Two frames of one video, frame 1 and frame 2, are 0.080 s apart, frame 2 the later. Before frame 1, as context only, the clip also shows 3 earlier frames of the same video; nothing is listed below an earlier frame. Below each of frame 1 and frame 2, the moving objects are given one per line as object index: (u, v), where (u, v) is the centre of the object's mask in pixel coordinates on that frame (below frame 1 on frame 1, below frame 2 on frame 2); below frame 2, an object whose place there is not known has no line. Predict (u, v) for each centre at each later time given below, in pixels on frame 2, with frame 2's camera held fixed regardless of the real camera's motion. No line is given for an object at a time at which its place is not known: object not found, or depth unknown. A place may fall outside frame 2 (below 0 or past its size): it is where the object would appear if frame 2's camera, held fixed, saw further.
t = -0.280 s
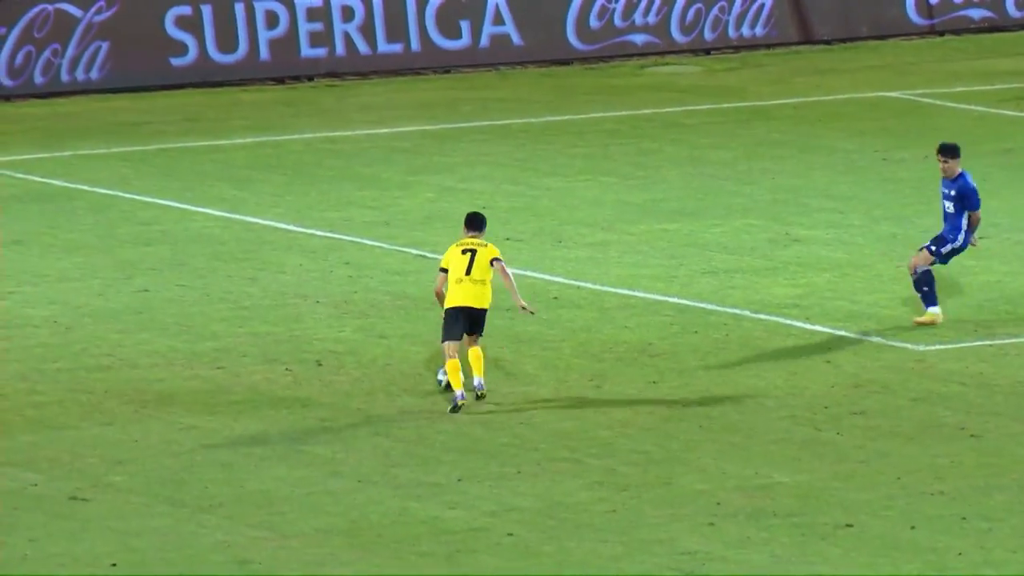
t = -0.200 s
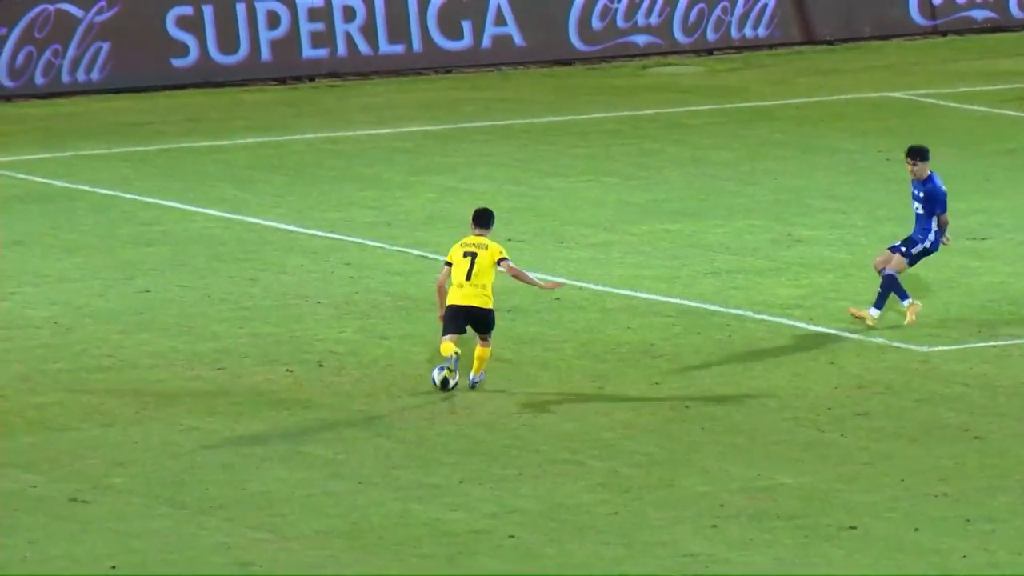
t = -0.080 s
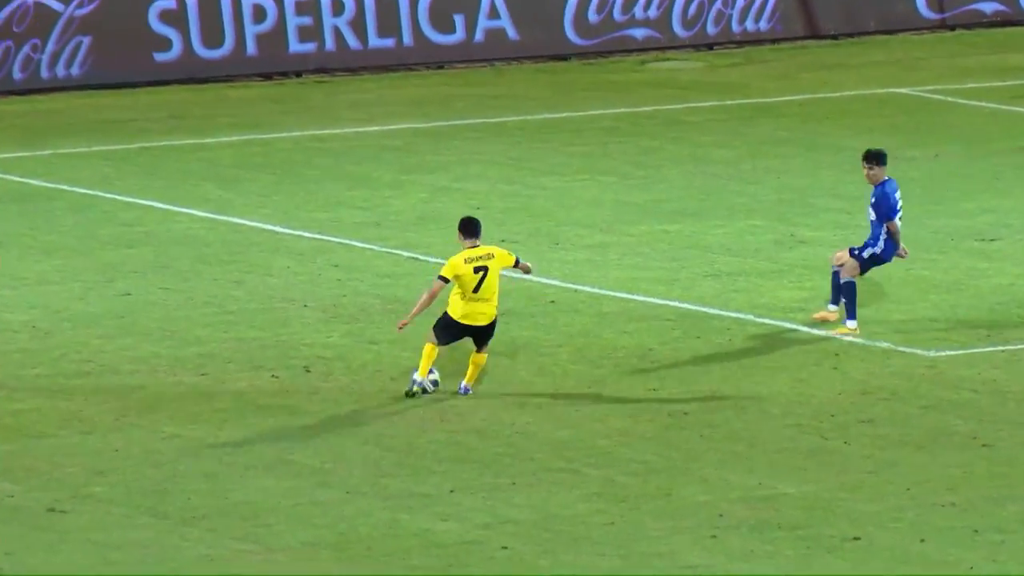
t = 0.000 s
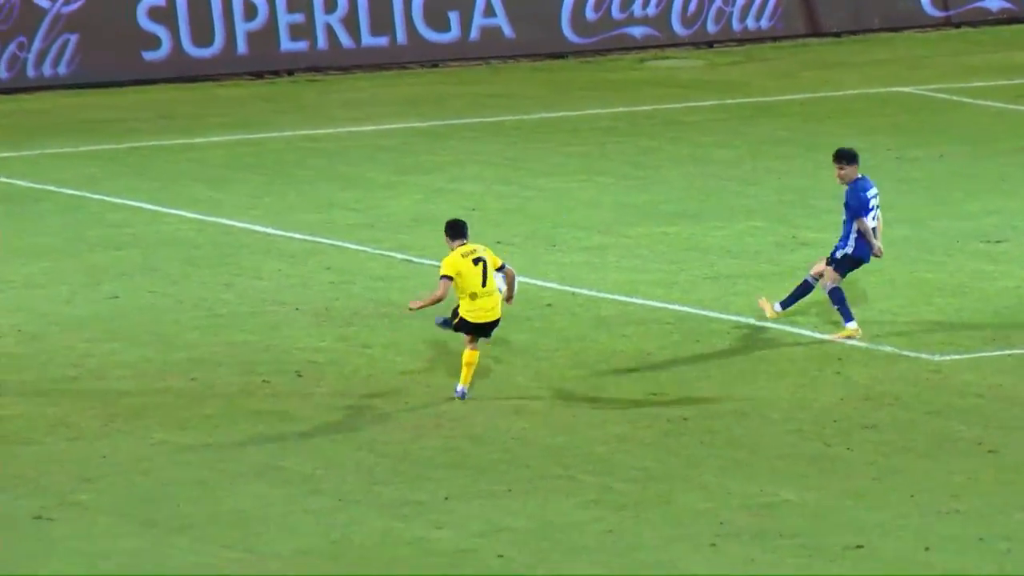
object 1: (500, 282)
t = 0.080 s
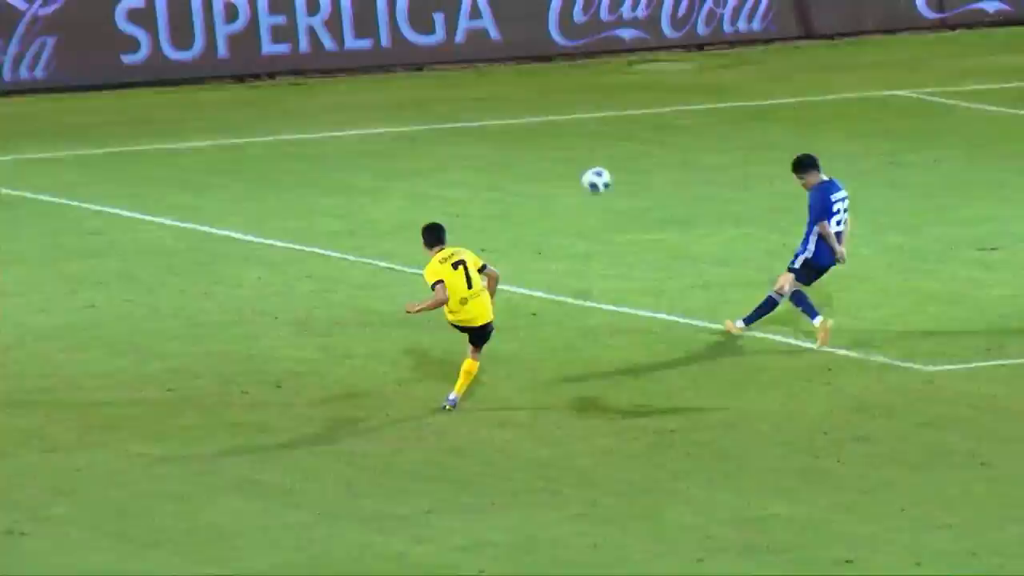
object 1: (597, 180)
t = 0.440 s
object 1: (1075, -189)
